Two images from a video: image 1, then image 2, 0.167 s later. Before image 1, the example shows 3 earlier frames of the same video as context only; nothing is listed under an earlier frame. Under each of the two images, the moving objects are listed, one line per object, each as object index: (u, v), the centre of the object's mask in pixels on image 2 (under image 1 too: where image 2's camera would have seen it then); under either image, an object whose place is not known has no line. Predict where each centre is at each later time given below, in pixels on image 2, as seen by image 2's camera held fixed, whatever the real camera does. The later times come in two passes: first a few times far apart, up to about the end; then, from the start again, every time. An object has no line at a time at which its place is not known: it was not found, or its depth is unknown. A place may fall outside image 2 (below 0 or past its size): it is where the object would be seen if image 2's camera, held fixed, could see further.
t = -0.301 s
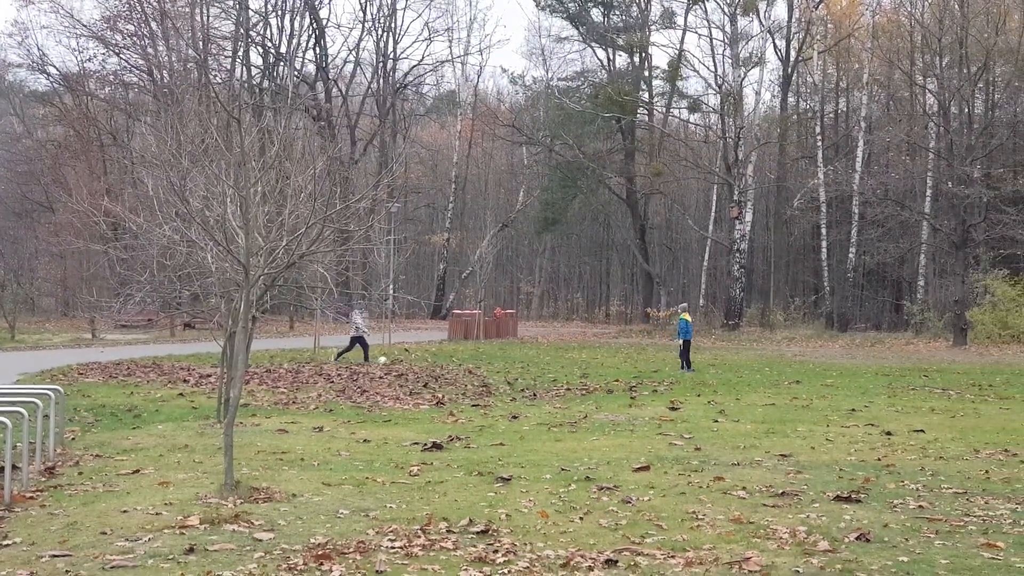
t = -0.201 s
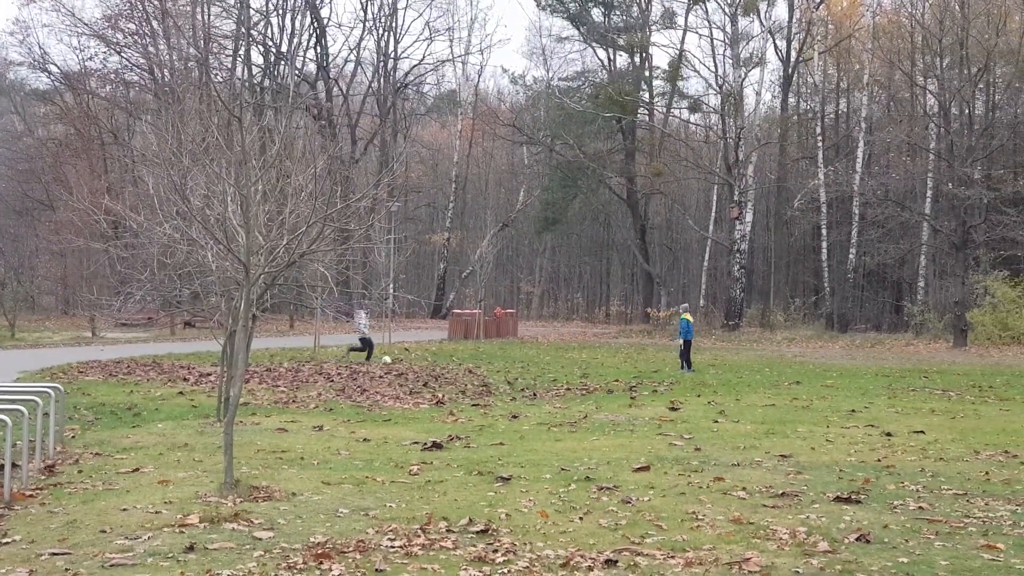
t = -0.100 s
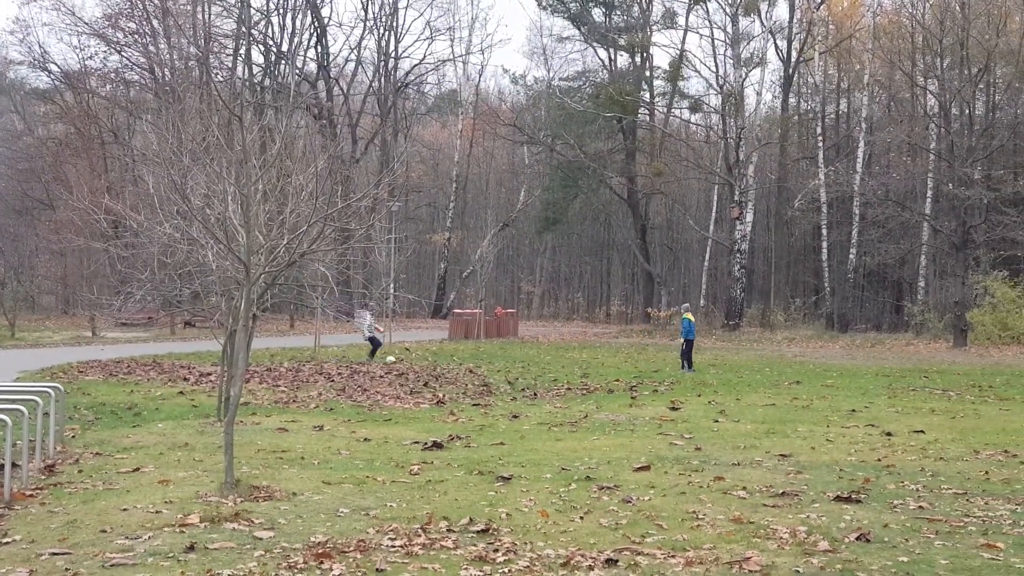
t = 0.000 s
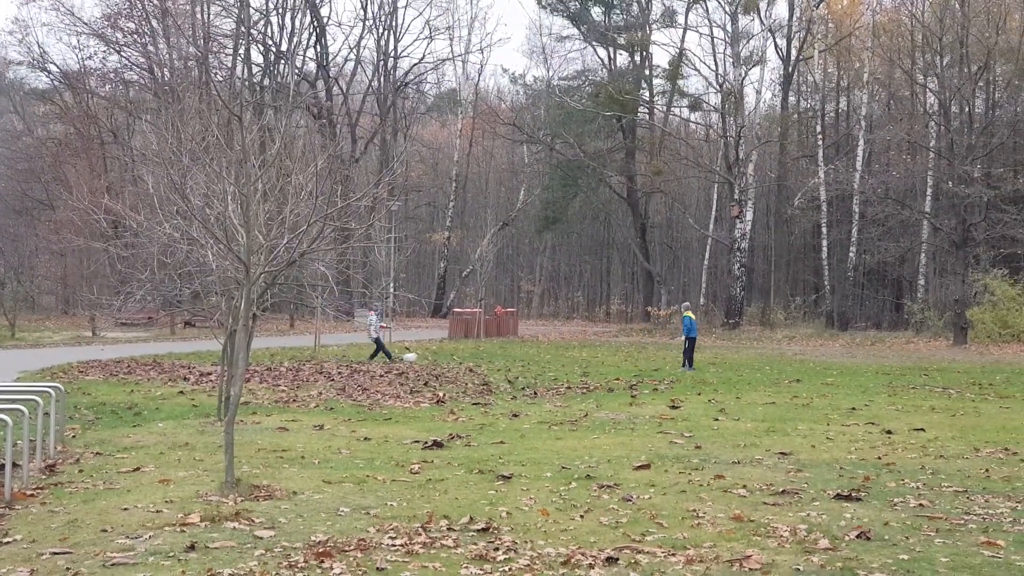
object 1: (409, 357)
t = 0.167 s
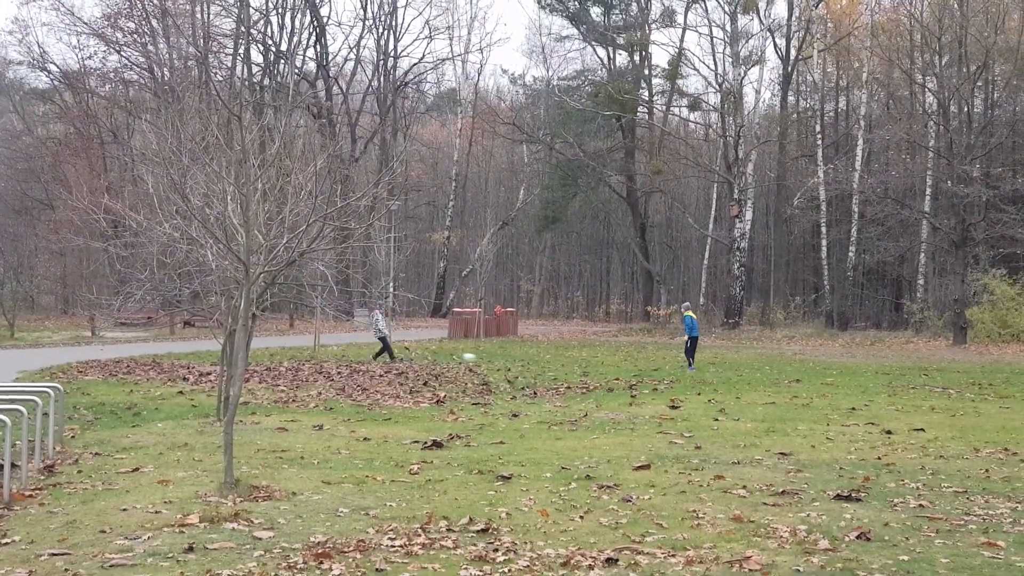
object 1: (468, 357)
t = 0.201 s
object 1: (481, 359)
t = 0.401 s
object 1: (550, 361)
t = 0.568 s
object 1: (605, 363)
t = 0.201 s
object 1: (481, 359)
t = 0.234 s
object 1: (494, 361)
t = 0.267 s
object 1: (505, 363)
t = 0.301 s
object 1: (516, 362)
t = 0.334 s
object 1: (527, 362)
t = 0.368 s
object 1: (539, 361)
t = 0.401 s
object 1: (550, 361)
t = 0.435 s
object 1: (561, 362)
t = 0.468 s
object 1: (572, 363)
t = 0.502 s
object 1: (584, 364)
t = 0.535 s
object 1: (594, 364)
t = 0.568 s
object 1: (605, 363)
